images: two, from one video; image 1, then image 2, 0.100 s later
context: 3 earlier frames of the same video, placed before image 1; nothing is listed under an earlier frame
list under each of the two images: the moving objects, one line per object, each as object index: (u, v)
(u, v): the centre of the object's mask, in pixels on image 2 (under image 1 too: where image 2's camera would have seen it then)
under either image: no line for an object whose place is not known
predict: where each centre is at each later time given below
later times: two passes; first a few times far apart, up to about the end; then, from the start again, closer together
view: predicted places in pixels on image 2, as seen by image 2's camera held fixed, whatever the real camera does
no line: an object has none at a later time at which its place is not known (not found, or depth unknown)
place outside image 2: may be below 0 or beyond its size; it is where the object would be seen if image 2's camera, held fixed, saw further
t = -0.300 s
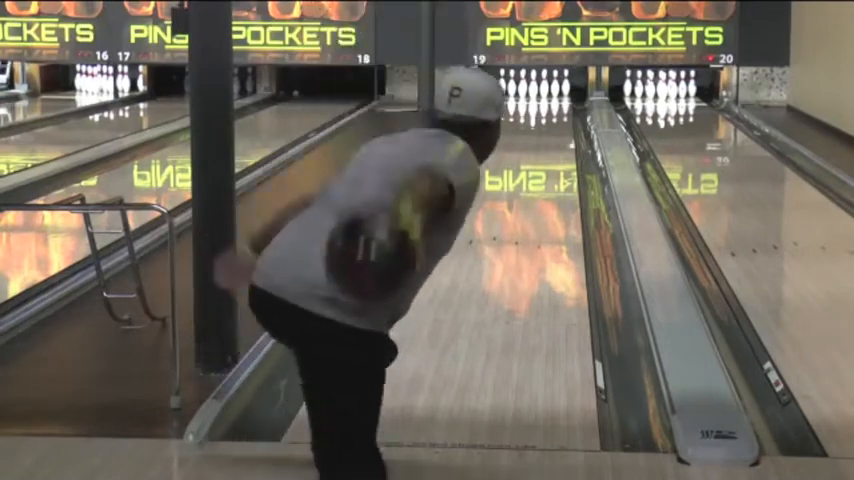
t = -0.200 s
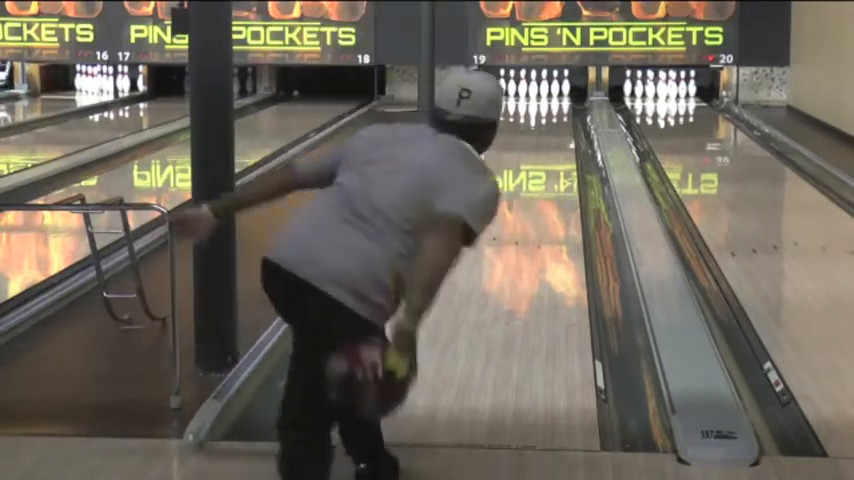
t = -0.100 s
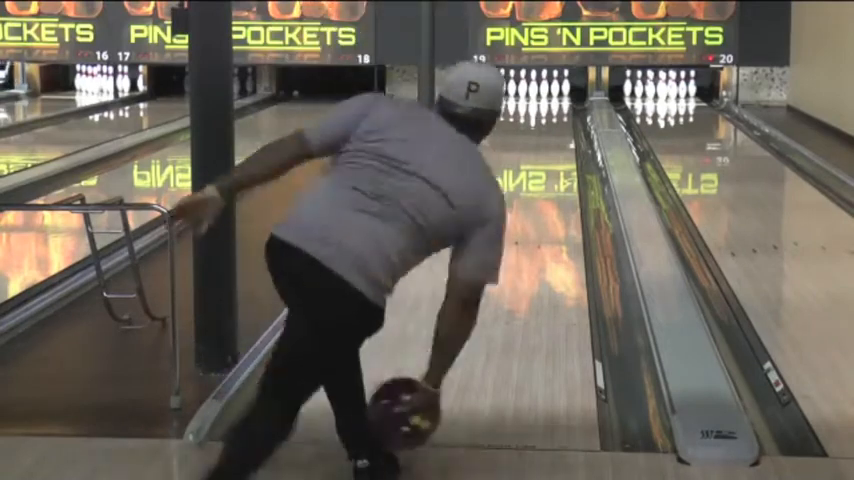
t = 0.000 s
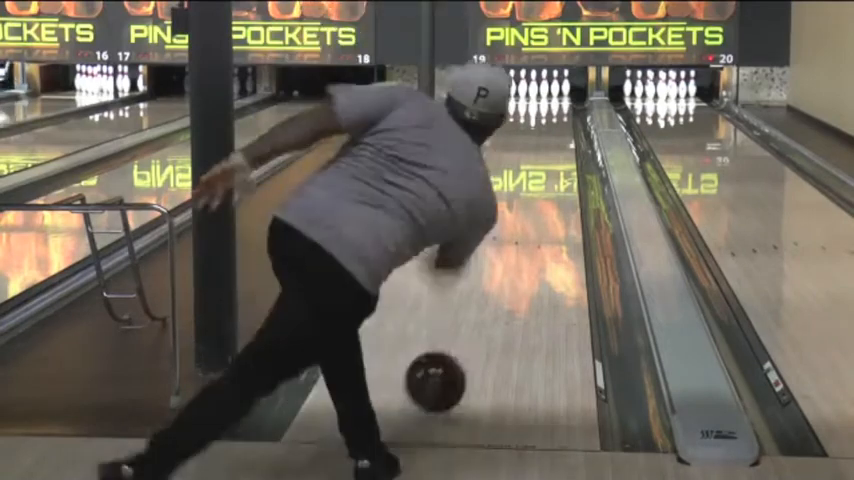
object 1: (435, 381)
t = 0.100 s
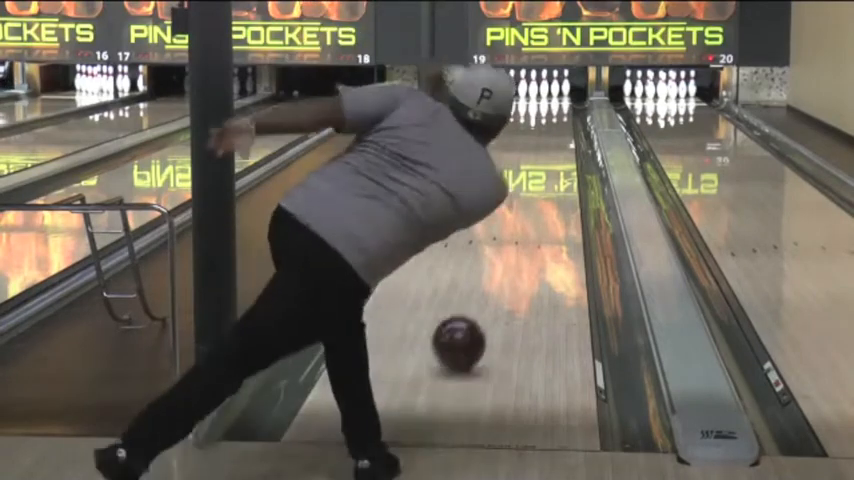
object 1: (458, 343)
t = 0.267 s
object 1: (487, 289)
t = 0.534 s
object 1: (515, 227)
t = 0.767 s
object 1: (531, 191)
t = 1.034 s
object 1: (544, 162)
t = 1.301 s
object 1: (552, 140)
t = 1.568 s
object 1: (555, 124)
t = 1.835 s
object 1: (556, 110)
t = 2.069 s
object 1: (552, 102)
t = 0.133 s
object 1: (465, 332)
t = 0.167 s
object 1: (471, 321)
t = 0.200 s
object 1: (476, 309)
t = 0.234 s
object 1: (482, 299)
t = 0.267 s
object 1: (487, 289)
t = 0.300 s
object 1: (491, 279)
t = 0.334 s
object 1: (495, 270)
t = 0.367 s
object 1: (499, 262)
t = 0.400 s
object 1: (503, 254)
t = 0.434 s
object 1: (507, 247)
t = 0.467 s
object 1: (511, 241)
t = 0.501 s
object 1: (513, 234)
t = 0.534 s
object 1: (515, 227)
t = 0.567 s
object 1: (518, 221)
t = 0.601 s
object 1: (521, 216)
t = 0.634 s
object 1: (523, 210)
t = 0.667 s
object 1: (525, 205)
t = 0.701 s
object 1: (527, 201)
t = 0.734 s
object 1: (529, 196)
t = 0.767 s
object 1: (531, 191)
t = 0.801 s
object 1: (533, 187)
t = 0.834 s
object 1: (535, 183)
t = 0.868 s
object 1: (537, 179)
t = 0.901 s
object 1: (539, 176)
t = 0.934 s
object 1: (540, 172)
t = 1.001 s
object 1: (543, 165)
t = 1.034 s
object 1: (544, 162)
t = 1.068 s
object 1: (545, 159)
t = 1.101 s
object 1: (547, 156)
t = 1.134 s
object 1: (548, 153)
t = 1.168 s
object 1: (549, 151)
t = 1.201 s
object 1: (549, 148)
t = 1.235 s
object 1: (550, 145)
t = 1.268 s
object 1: (551, 143)
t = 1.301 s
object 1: (552, 140)
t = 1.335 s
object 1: (553, 138)
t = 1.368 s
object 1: (553, 136)
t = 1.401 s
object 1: (555, 133)
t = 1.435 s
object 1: (556, 133)
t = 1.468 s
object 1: (555, 129)
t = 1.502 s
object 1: (555, 127)
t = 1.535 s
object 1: (556, 126)
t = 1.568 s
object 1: (555, 124)
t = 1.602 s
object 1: (556, 122)
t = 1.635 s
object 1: (556, 120)
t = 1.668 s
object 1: (556, 119)
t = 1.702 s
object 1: (556, 117)
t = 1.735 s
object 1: (556, 116)
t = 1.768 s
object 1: (556, 114)
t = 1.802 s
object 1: (556, 112)
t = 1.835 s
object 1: (556, 110)
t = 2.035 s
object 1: (553, 103)
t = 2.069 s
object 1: (552, 102)
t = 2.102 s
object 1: (551, 102)
